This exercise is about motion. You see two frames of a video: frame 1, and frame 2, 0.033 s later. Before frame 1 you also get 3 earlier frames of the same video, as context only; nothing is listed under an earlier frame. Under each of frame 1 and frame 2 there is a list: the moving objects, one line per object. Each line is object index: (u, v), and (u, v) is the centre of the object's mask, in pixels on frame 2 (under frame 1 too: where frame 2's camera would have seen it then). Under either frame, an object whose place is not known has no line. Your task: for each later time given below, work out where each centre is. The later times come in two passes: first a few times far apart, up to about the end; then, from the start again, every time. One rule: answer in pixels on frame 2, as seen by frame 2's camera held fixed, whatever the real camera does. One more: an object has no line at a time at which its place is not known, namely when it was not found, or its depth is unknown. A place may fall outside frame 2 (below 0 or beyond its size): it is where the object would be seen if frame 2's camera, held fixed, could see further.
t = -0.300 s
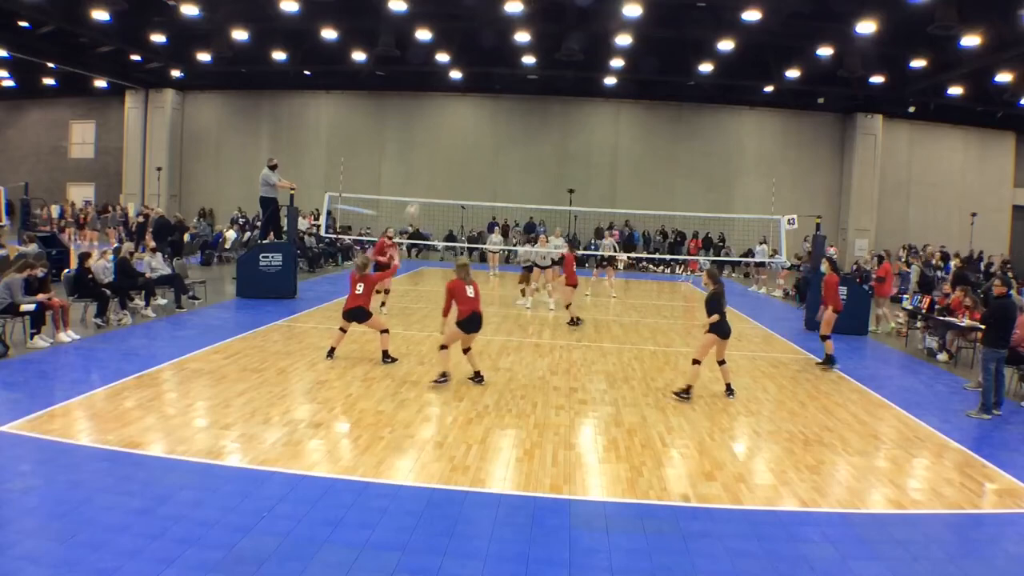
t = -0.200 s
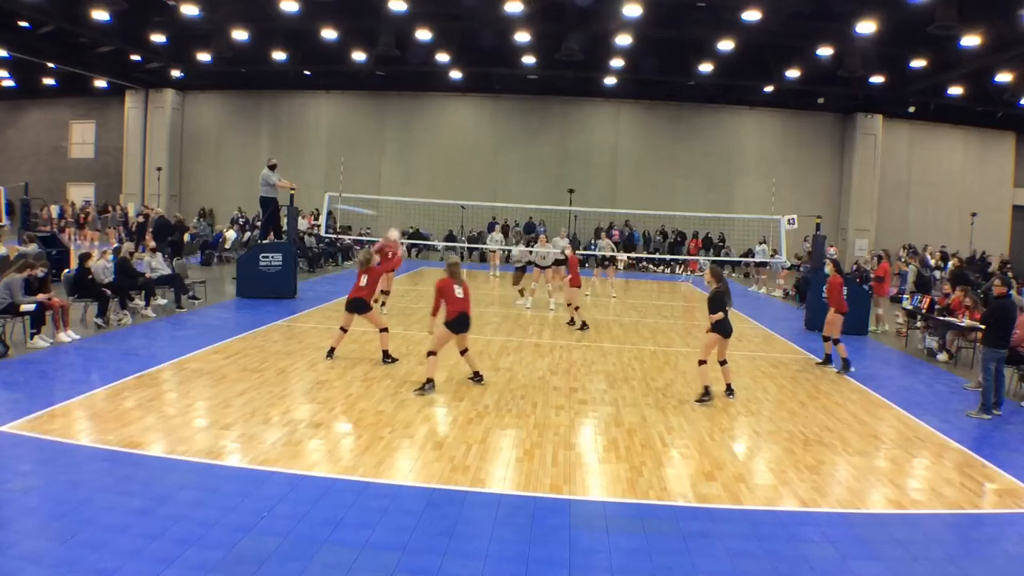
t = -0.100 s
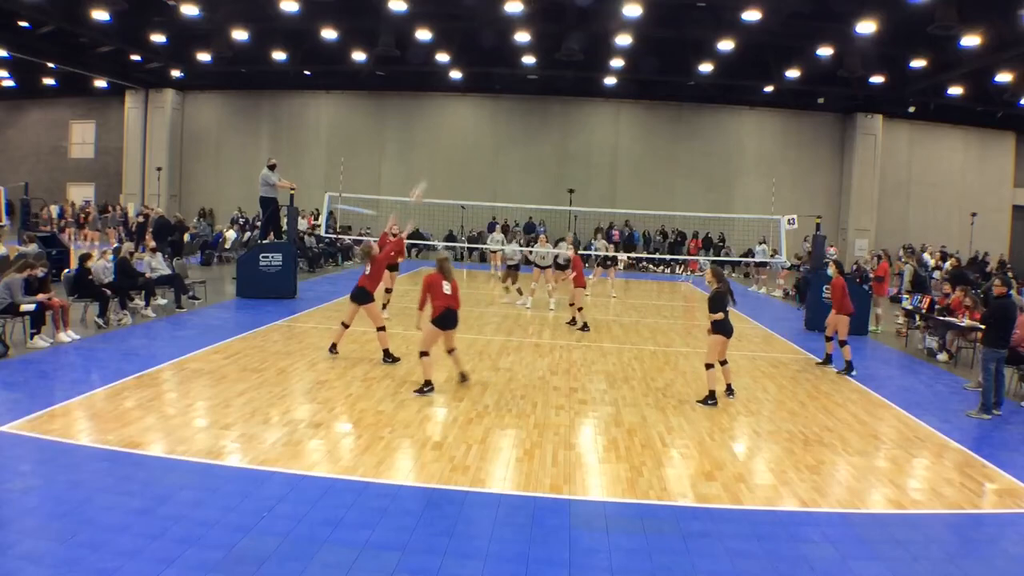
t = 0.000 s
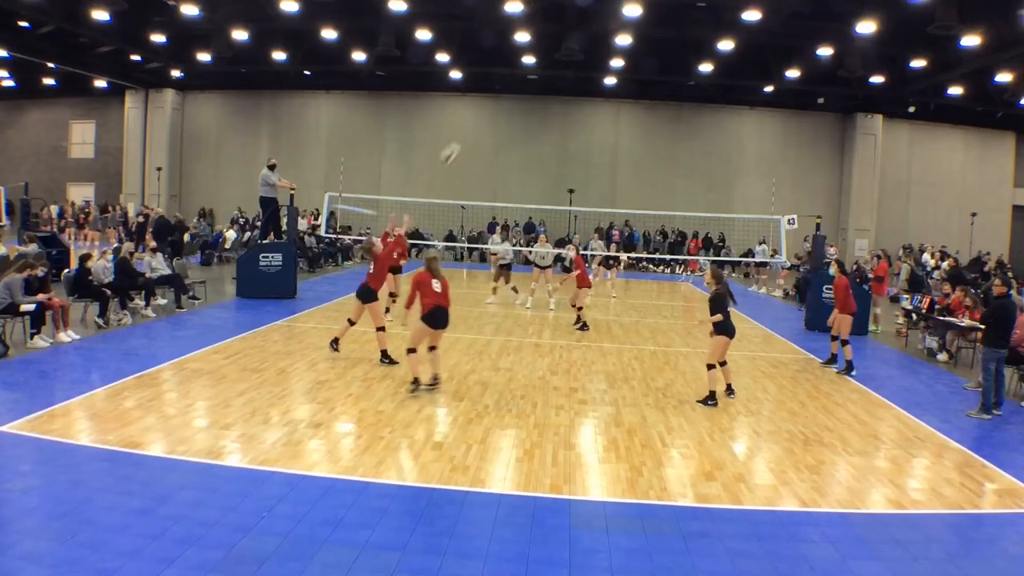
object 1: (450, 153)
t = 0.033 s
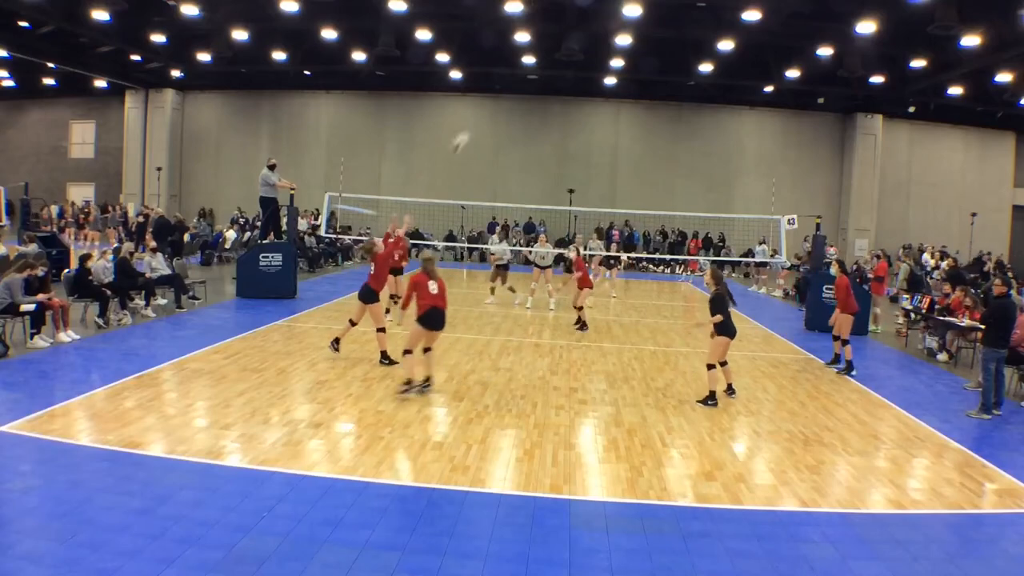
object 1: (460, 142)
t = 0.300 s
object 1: (539, 82)
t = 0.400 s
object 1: (568, 73)
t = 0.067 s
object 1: (470, 129)
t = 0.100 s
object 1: (481, 120)
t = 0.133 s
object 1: (490, 111)
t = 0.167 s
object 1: (500, 105)
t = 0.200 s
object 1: (511, 98)
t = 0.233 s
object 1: (520, 92)
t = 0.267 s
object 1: (530, 86)
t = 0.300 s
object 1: (539, 82)
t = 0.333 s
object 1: (549, 78)
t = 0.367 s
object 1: (558, 75)
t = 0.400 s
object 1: (568, 73)
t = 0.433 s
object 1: (577, 72)
